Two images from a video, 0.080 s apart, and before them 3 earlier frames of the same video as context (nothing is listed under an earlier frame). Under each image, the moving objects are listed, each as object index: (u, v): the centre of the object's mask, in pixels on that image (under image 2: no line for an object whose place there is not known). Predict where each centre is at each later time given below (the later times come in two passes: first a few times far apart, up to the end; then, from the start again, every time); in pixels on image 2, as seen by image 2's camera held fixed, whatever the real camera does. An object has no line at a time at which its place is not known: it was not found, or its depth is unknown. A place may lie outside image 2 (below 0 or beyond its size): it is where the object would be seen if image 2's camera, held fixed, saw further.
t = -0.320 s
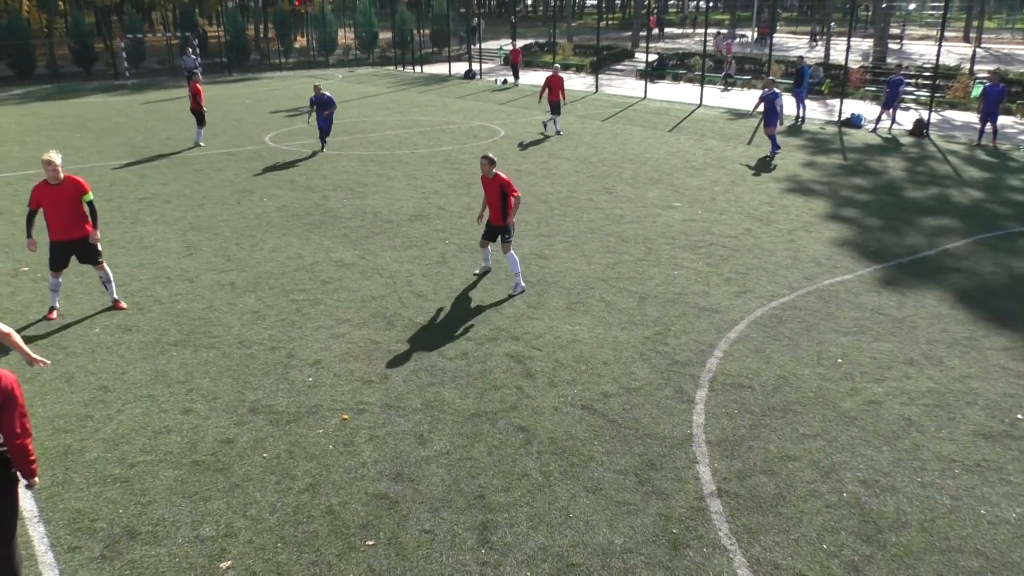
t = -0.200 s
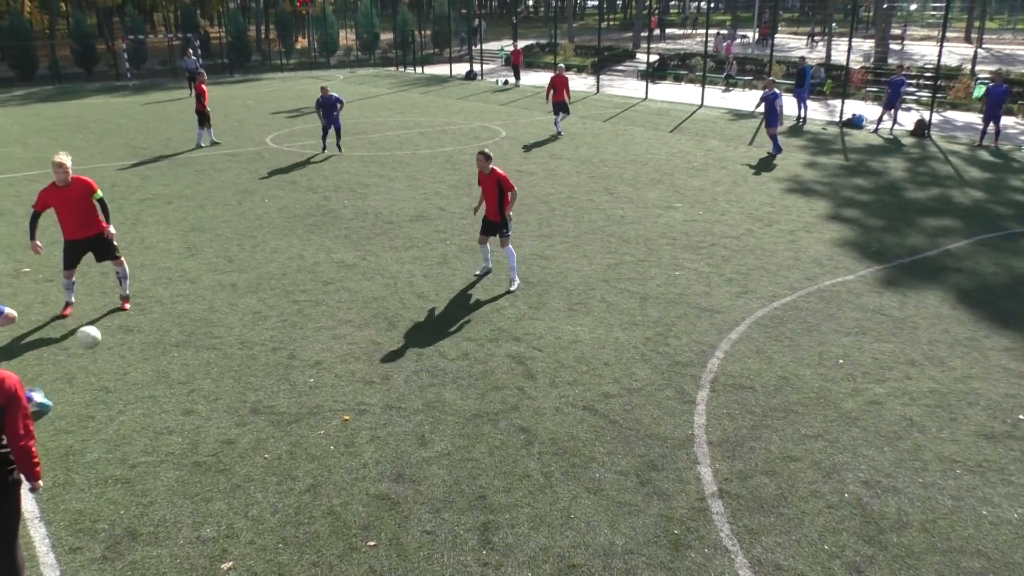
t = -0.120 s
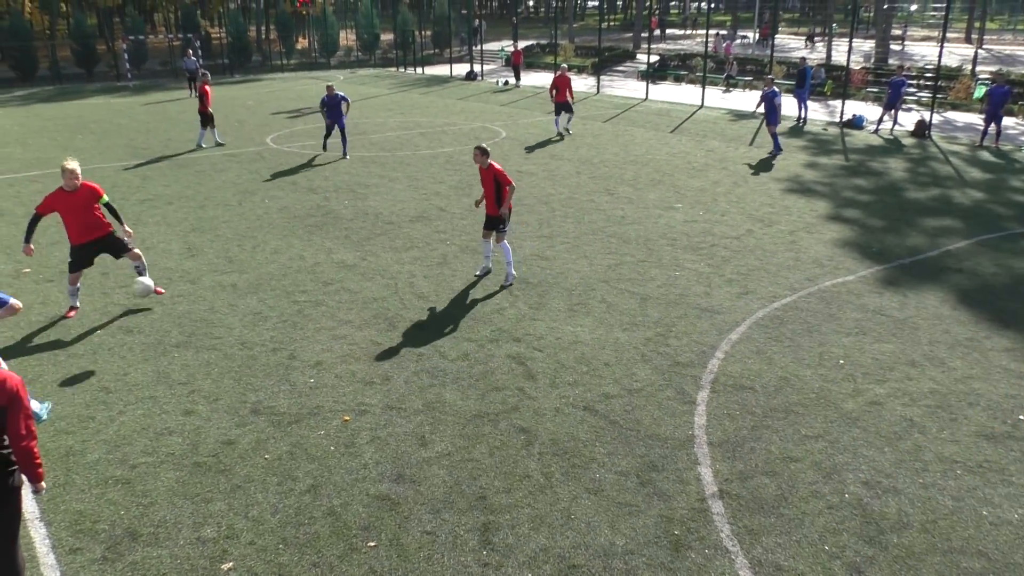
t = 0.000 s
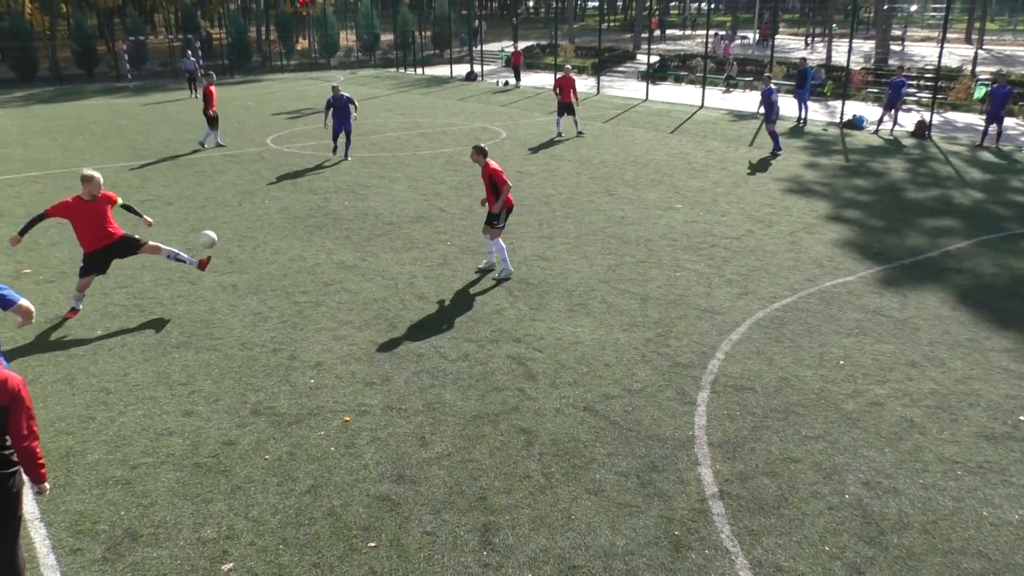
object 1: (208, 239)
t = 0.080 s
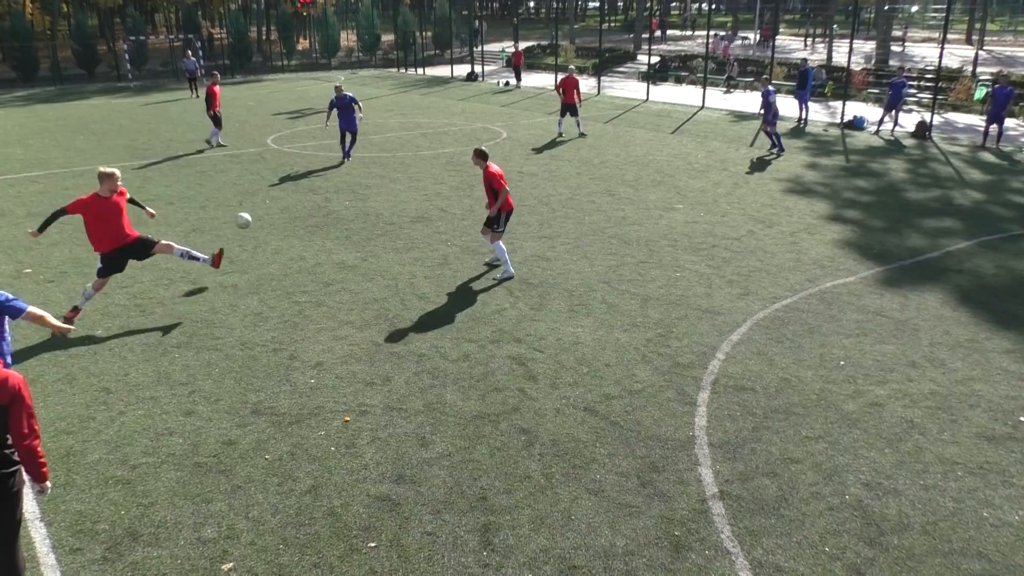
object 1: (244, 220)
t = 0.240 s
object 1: (297, 205)
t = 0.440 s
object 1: (335, 184)
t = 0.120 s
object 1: (258, 214)
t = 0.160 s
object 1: (272, 210)
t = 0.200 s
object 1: (285, 206)
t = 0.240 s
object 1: (297, 205)
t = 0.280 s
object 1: (308, 204)
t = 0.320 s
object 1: (318, 205)
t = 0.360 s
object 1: (324, 200)
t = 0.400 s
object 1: (331, 192)
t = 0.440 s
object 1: (335, 184)
